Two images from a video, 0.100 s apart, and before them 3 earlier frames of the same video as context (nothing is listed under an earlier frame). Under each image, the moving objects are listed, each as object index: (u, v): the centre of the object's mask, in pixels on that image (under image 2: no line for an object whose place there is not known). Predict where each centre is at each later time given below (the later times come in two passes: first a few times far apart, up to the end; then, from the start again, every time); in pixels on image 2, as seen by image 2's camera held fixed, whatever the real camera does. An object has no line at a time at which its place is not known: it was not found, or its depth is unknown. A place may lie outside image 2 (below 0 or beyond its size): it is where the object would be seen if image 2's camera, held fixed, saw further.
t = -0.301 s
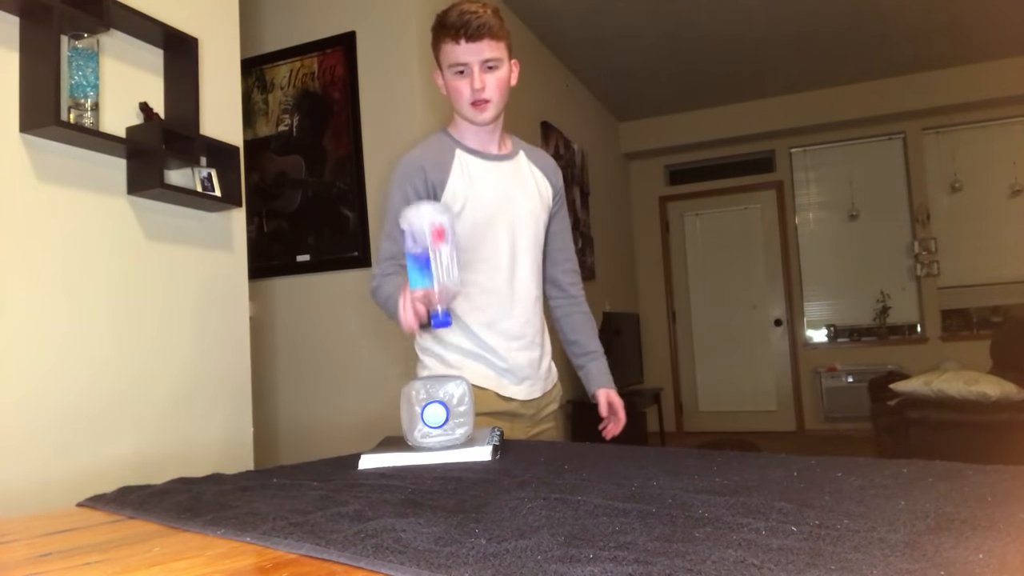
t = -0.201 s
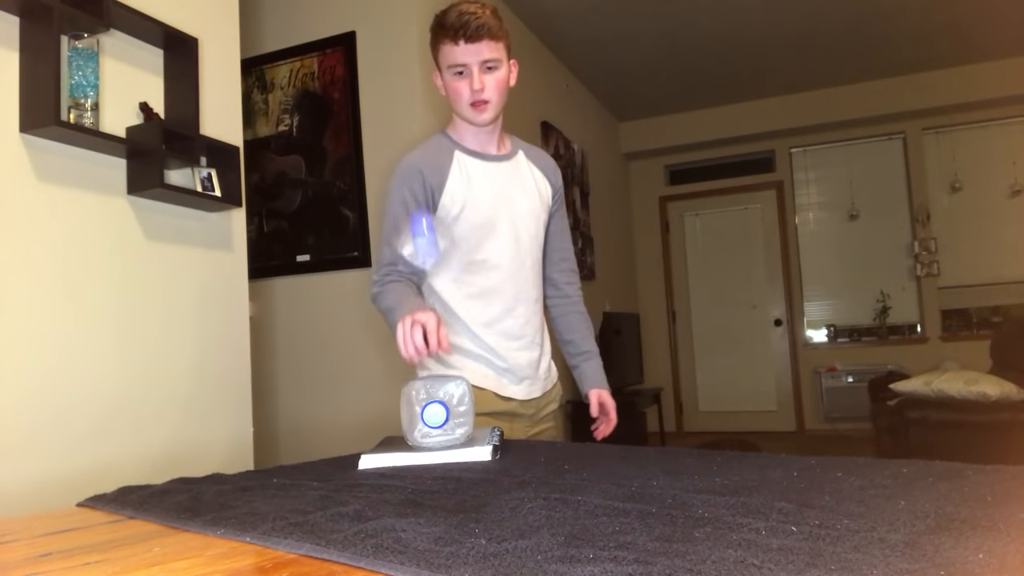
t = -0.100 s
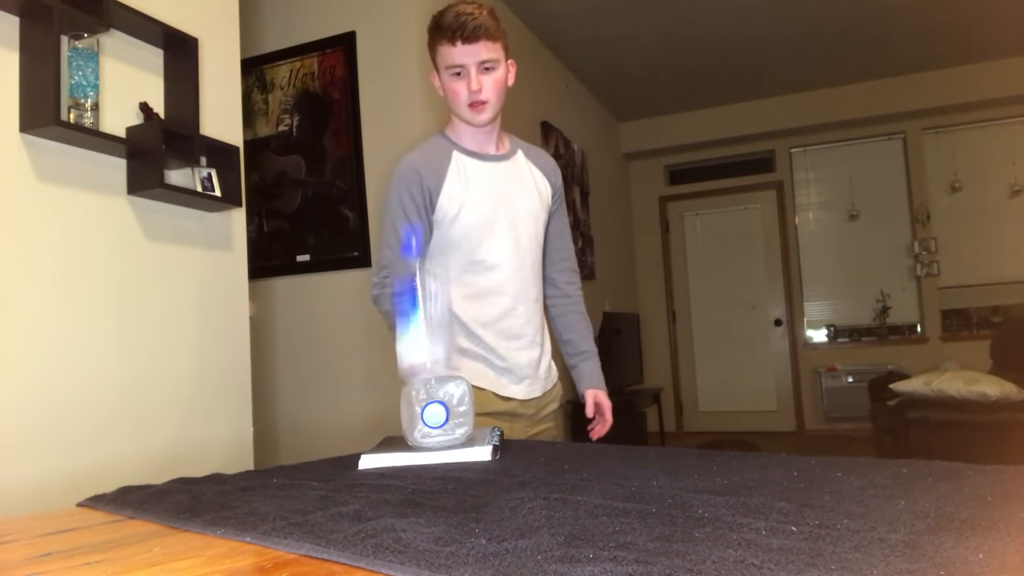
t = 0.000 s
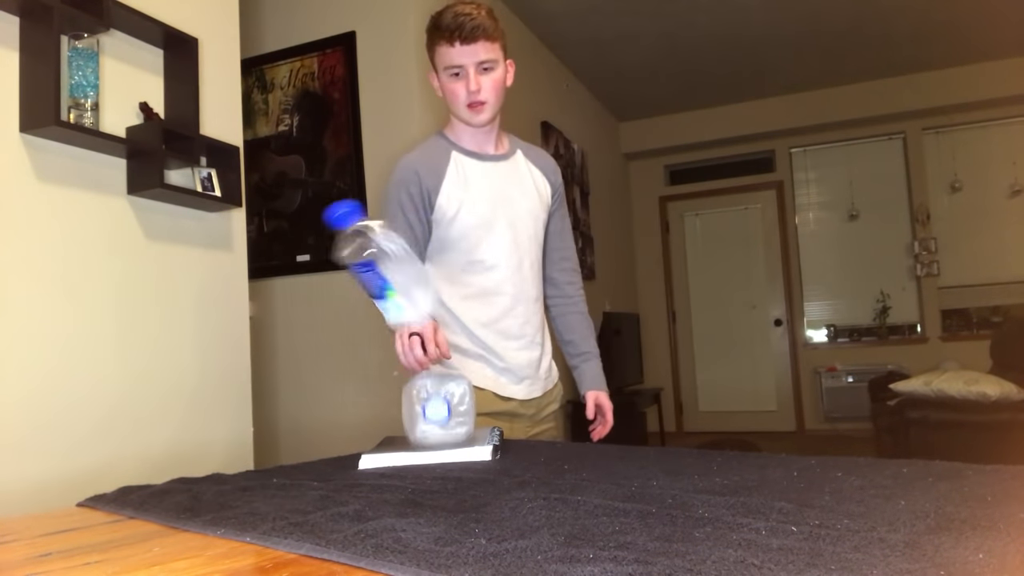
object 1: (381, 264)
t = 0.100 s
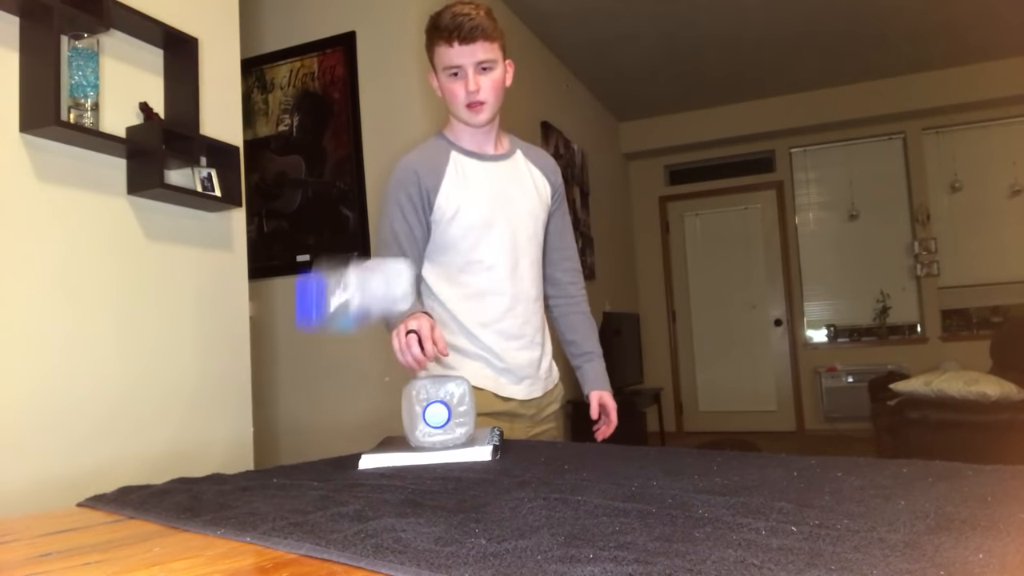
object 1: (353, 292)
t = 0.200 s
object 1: (346, 387)
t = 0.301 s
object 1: (326, 401)
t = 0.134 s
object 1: (351, 321)
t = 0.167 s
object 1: (348, 354)
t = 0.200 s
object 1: (346, 387)
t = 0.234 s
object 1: (334, 397)
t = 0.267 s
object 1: (327, 390)
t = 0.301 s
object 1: (326, 401)
